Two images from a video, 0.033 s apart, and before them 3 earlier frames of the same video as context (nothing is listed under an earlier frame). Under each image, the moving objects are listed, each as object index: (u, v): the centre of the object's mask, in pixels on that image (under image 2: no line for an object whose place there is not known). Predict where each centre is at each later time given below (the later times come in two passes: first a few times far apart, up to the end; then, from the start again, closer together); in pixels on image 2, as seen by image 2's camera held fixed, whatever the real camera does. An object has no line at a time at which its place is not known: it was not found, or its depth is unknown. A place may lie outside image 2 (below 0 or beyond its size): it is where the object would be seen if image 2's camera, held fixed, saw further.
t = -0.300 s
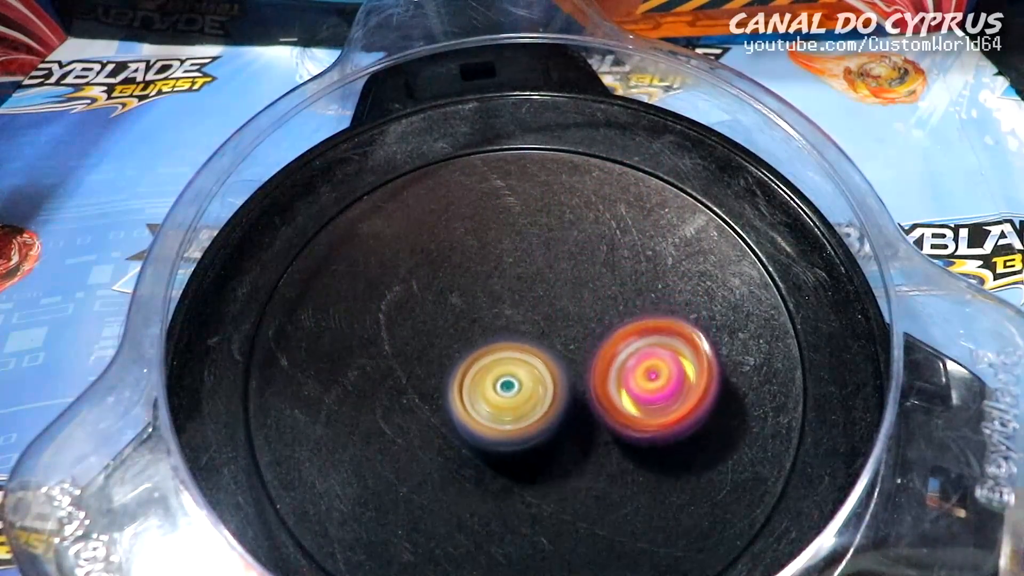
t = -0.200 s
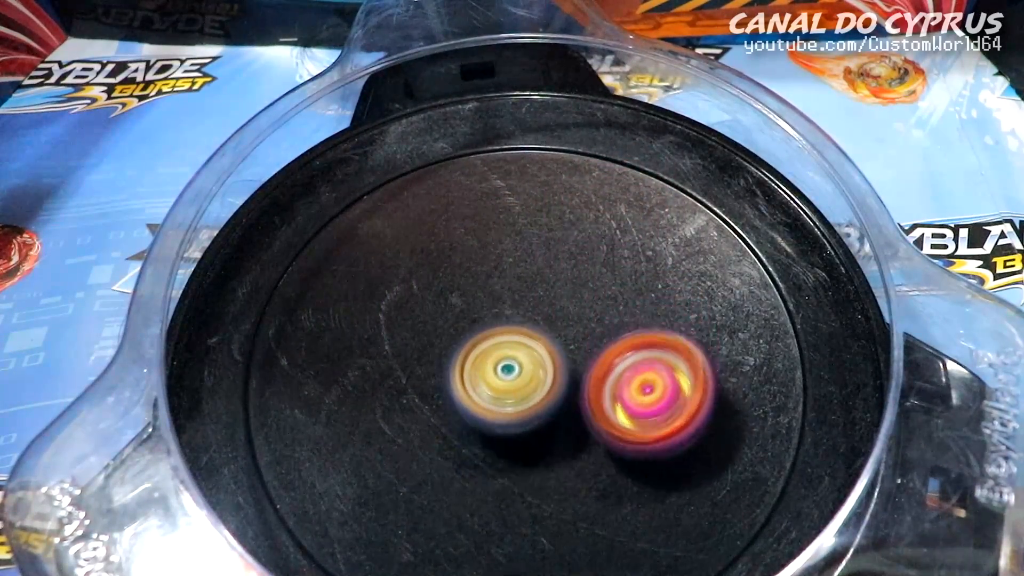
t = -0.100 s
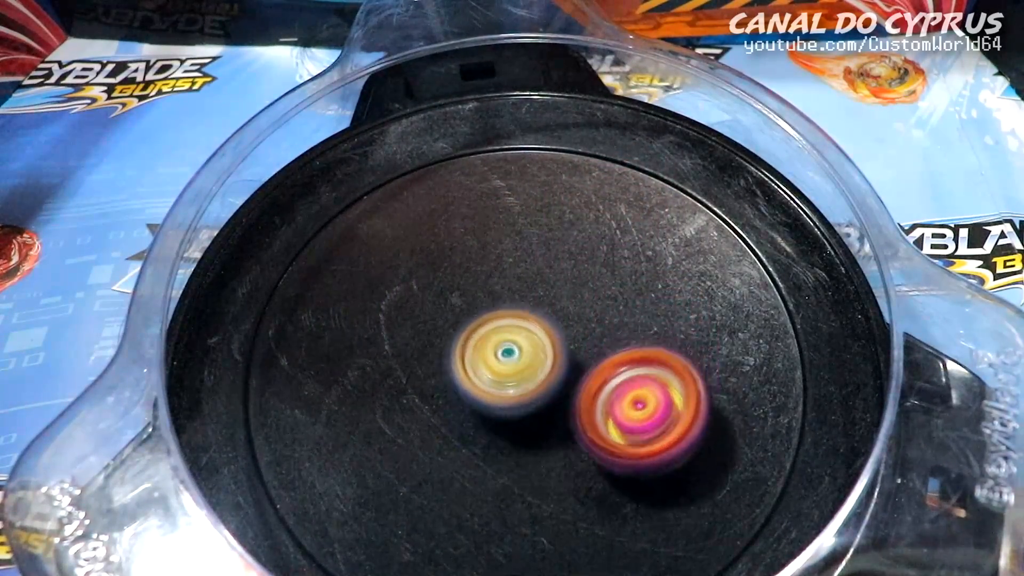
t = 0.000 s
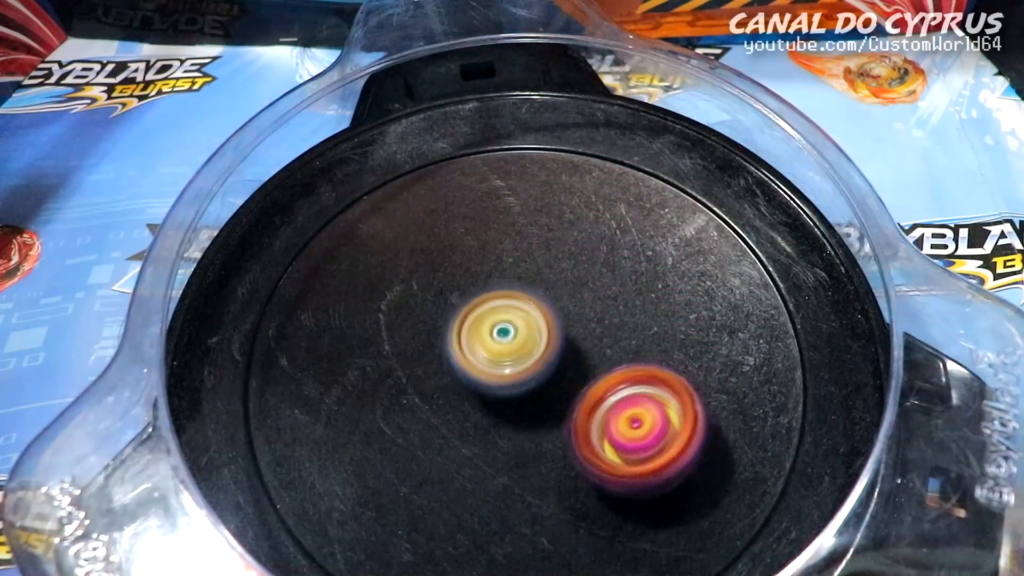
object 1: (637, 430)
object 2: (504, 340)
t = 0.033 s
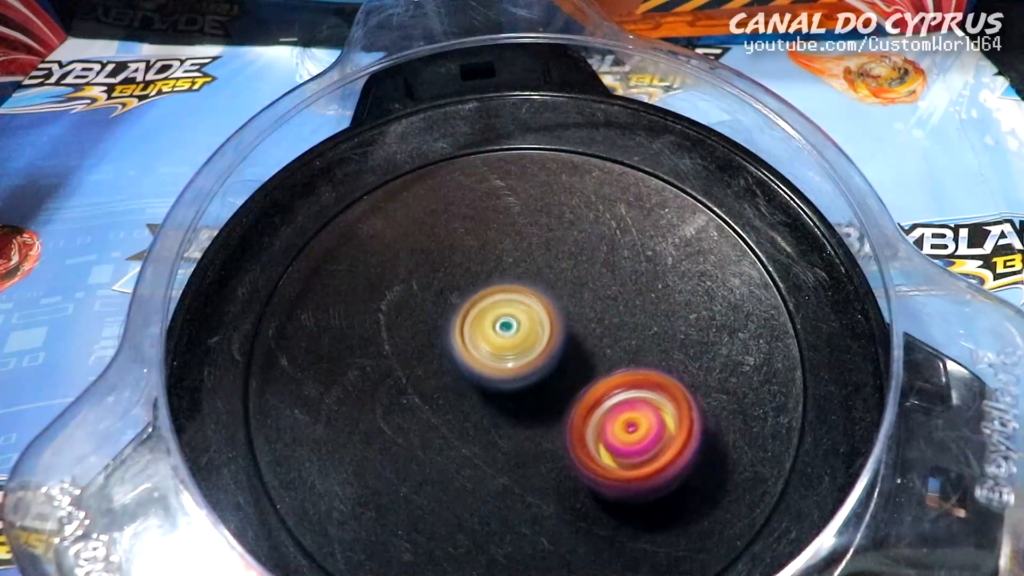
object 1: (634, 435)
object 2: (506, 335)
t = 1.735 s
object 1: (374, 327)
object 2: (603, 334)
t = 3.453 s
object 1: (648, 327)
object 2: (501, 333)
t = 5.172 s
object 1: (518, 390)
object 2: (573, 230)
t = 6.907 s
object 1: (559, 282)
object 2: (495, 452)
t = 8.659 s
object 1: (534, 253)
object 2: (475, 427)
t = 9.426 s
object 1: (556, 272)
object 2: (456, 421)
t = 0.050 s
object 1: (631, 435)
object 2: (508, 332)
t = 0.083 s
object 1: (624, 439)
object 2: (512, 328)
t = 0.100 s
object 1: (620, 441)
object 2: (515, 326)
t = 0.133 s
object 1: (611, 443)
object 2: (519, 322)
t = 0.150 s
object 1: (607, 443)
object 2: (521, 320)
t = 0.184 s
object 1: (598, 443)
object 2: (525, 318)
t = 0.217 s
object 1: (587, 444)
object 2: (531, 316)
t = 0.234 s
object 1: (582, 444)
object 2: (533, 315)
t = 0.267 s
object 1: (572, 444)
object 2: (538, 314)
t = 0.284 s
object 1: (566, 444)
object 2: (540, 313)
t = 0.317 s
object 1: (556, 444)
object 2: (545, 314)
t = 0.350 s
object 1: (545, 444)
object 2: (549, 314)
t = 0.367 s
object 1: (539, 444)
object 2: (550, 315)
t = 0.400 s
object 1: (530, 444)
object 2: (554, 316)
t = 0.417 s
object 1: (525, 443)
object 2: (555, 317)
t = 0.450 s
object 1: (515, 443)
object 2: (558, 319)
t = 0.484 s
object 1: (507, 442)
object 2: (560, 321)
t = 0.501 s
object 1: (503, 442)
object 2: (560, 323)
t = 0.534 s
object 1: (495, 442)
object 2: (561, 326)
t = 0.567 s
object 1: (487, 441)
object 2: (562, 329)
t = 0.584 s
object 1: (483, 441)
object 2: (562, 330)
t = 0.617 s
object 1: (477, 440)
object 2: (562, 335)
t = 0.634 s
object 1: (474, 440)
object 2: (562, 337)
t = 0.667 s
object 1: (468, 439)
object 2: (561, 341)
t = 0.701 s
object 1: (462, 439)
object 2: (559, 344)
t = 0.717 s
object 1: (459, 439)
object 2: (559, 345)
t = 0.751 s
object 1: (453, 440)
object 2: (557, 347)
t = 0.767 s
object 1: (451, 440)
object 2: (556, 349)
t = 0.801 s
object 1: (448, 440)
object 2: (554, 351)
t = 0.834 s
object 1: (446, 440)
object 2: (552, 353)
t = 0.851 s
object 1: (445, 440)
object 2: (550, 354)
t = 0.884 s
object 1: (430, 450)
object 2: (557, 345)
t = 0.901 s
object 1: (417, 459)
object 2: (566, 335)
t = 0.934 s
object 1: (394, 473)
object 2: (581, 321)
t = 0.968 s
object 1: (380, 481)
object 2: (593, 312)
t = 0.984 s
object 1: (375, 484)
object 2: (599, 309)
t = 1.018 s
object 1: (368, 487)
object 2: (608, 305)
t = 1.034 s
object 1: (365, 488)
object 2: (611, 304)
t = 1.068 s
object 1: (362, 490)
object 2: (618, 304)
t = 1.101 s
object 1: (361, 489)
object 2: (621, 304)
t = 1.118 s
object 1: (362, 488)
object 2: (622, 305)
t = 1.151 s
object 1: (364, 485)
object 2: (623, 307)
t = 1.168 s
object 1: (366, 482)
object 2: (623, 308)
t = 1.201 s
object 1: (372, 477)
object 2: (623, 311)
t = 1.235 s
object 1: (379, 469)
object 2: (622, 315)
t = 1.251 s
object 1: (383, 465)
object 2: (621, 317)
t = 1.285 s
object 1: (390, 455)
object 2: (618, 320)
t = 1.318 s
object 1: (398, 444)
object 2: (615, 323)
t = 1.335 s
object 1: (403, 438)
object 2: (612, 325)
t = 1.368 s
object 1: (410, 426)
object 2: (608, 328)
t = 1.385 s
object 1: (413, 420)
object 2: (605, 329)
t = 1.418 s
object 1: (418, 409)
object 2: (599, 332)
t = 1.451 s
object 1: (423, 397)
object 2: (593, 334)
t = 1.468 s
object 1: (425, 392)
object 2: (589, 335)
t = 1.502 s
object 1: (427, 381)
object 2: (582, 336)
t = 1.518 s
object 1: (428, 376)
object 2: (578, 337)
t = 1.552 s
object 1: (428, 366)
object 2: (571, 337)
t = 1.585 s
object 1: (426, 356)
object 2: (564, 338)
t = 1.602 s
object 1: (416, 352)
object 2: (571, 335)
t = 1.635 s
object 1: (398, 344)
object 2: (586, 332)
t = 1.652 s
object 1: (392, 341)
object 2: (592, 332)
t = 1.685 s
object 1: (382, 334)
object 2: (599, 333)
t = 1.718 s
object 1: (376, 329)
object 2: (603, 334)
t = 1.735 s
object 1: (374, 327)
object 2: (603, 334)
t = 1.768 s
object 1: (372, 324)
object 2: (605, 335)
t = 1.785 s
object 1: (372, 322)
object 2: (604, 336)
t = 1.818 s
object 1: (373, 320)
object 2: (604, 337)
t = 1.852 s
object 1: (376, 317)
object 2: (602, 338)
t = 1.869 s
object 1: (378, 316)
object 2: (601, 338)
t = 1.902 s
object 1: (382, 314)
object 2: (598, 338)
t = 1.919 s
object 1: (384, 313)
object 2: (597, 338)
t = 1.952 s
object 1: (391, 311)
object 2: (594, 339)
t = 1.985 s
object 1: (398, 308)
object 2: (591, 339)
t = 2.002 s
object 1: (401, 308)
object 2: (589, 339)
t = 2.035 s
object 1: (409, 306)
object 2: (586, 339)
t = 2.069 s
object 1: (416, 304)
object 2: (582, 339)
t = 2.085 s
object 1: (420, 302)
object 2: (580, 340)
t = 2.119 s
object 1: (429, 300)
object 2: (576, 340)
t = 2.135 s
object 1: (432, 300)
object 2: (574, 340)
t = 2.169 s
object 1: (440, 297)
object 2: (569, 340)
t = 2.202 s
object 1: (445, 294)
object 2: (568, 340)
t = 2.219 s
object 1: (440, 290)
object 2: (578, 342)
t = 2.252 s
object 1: (429, 280)
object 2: (598, 350)
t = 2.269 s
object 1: (427, 276)
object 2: (606, 355)
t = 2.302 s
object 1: (425, 269)
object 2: (613, 363)
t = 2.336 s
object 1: (427, 264)
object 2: (616, 370)
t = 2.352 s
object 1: (430, 262)
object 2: (616, 373)
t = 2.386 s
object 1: (435, 260)
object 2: (615, 380)
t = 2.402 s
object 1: (438, 259)
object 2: (614, 383)
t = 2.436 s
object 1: (445, 259)
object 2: (611, 387)
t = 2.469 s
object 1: (454, 260)
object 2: (607, 392)
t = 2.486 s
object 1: (459, 260)
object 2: (605, 393)
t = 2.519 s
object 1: (466, 261)
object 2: (600, 397)
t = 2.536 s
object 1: (471, 262)
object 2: (597, 398)
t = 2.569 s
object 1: (480, 264)
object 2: (592, 400)
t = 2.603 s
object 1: (490, 265)
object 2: (586, 402)
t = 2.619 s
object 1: (495, 265)
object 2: (583, 402)
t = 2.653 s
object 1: (503, 265)
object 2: (577, 402)
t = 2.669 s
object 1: (507, 265)
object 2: (574, 402)
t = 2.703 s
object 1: (515, 266)
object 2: (567, 400)
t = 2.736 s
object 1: (524, 265)
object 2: (561, 400)
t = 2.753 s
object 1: (528, 265)
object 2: (558, 399)
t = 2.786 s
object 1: (535, 266)
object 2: (552, 396)
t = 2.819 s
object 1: (543, 266)
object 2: (547, 393)
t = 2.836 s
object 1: (547, 266)
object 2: (544, 392)
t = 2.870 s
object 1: (555, 267)
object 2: (539, 389)
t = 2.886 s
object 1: (559, 268)
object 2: (537, 388)
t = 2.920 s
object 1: (566, 267)
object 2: (530, 388)
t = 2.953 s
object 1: (574, 267)
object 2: (524, 386)
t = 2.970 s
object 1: (578, 267)
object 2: (522, 384)
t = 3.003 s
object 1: (585, 269)
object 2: (517, 381)
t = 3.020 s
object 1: (588, 269)
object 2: (515, 381)
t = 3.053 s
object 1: (595, 271)
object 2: (510, 375)
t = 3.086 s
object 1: (601, 273)
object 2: (507, 371)
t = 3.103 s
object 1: (604, 275)
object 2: (505, 370)
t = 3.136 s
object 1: (610, 278)
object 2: (502, 367)
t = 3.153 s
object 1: (613, 279)
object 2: (500, 365)
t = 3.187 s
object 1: (617, 283)
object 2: (498, 361)
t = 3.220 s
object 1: (622, 288)
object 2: (497, 356)
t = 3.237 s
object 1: (625, 291)
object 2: (497, 354)
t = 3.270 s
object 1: (629, 295)
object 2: (497, 350)
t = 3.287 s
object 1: (631, 297)
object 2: (496, 348)
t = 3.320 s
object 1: (635, 303)
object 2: (497, 343)
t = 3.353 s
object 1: (639, 309)
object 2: (497, 340)
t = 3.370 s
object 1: (641, 311)
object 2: (498, 338)
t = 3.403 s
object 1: (644, 317)
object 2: (498, 336)
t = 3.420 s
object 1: (645, 321)
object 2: (499, 335)
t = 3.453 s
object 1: (648, 327)
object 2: (501, 333)
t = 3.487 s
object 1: (650, 333)
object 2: (503, 332)
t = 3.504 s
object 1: (650, 336)
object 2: (503, 331)
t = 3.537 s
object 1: (652, 343)
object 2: (505, 329)
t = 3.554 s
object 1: (652, 346)
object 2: (506, 329)
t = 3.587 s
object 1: (651, 353)
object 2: (508, 329)
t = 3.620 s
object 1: (650, 361)
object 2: (510, 328)
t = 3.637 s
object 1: (649, 365)
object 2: (512, 328)
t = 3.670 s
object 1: (647, 371)
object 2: (514, 328)
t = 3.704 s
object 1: (645, 378)
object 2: (516, 328)
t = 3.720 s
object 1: (644, 382)
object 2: (516, 328)
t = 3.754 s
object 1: (641, 388)
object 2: (518, 329)
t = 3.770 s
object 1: (640, 392)
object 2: (518, 330)
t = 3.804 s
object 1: (638, 398)
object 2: (520, 331)
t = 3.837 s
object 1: (633, 405)
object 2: (522, 333)
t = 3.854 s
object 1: (632, 408)
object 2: (523, 334)
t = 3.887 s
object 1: (630, 417)
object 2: (522, 334)
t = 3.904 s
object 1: (629, 420)
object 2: (521, 334)
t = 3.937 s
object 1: (625, 427)
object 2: (521, 334)
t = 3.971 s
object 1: (621, 432)
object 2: (521, 335)
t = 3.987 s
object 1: (618, 435)
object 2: (521, 335)
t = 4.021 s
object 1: (611, 439)
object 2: (521, 337)
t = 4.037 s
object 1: (608, 442)
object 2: (521, 337)
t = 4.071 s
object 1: (602, 445)
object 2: (521, 339)
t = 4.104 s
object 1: (595, 449)
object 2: (522, 341)
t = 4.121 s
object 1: (591, 451)
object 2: (522, 342)
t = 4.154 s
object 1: (585, 453)
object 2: (521, 344)
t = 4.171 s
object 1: (583, 456)
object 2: (520, 344)
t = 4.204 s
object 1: (579, 465)
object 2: (516, 339)
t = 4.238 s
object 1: (575, 470)
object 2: (514, 336)
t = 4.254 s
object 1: (572, 471)
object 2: (514, 335)
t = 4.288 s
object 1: (568, 474)
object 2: (514, 334)
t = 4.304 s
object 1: (566, 475)
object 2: (514, 334)
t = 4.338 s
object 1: (560, 475)
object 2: (514, 334)
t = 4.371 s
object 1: (555, 475)
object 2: (514, 334)
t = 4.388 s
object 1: (552, 475)
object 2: (515, 334)
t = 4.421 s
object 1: (546, 473)
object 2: (515, 335)
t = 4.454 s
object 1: (540, 471)
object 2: (515, 336)
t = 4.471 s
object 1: (536, 470)
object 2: (515, 336)
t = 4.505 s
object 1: (530, 468)
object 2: (516, 338)
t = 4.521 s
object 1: (528, 466)
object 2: (515, 338)
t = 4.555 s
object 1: (521, 462)
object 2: (516, 340)
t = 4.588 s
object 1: (517, 505)
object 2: (511, 305)
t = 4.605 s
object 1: (515, 519)
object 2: (508, 284)
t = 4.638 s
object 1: (514, 538)
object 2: (508, 247)
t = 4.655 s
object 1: (511, 545)
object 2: (507, 232)
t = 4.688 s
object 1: (510, 553)
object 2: (508, 210)
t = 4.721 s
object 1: (512, 556)
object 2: (513, 195)
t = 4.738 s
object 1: (514, 554)
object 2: (517, 189)
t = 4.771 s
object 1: (518, 550)
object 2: (525, 182)
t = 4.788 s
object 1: (518, 548)
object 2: (530, 180)
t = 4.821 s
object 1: (522, 542)
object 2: (538, 179)
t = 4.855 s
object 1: (526, 535)
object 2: (546, 177)
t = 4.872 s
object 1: (528, 530)
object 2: (549, 177)
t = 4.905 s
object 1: (531, 520)
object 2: (556, 180)
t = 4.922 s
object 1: (531, 512)
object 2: (559, 181)
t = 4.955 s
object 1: (535, 493)
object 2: (564, 185)
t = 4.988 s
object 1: (535, 476)
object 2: (568, 191)
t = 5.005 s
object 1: (535, 467)
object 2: (570, 193)
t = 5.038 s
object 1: (533, 450)
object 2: (572, 199)
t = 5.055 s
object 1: (532, 440)
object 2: (573, 203)
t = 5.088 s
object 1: (530, 424)
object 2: (575, 209)
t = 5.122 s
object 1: (526, 409)
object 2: (575, 218)
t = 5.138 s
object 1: (524, 402)
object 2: (575, 221)
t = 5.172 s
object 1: (518, 390)
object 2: (573, 230)
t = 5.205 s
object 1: (512, 379)
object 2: (571, 239)
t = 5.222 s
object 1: (508, 375)
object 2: (570, 243)
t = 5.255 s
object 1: (501, 366)
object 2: (567, 251)
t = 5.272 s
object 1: (496, 361)
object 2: (566, 256)
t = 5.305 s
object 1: (484, 358)
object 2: (564, 262)
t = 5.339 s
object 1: (454, 376)
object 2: (579, 249)
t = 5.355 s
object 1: (438, 386)
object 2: (584, 243)
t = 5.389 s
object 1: (415, 397)
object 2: (594, 239)
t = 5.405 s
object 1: (406, 401)
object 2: (597, 240)
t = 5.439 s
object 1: (394, 403)
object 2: (602, 246)
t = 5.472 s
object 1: (387, 402)
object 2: (605, 253)
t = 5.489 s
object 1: (386, 401)
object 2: (605, 256)
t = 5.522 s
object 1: (385, 398)
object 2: (606, 266)
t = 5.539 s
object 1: (385, 397)
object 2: (605, 273)
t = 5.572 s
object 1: (387, 393)
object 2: (604, 282)
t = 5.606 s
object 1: (390, 390)
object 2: (601, 291)
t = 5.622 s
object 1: (393, 388)
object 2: (599, 295)
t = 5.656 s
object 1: (398, 384)
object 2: (595, 305)
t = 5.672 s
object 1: (401, 383)
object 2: (593, 310)
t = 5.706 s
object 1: (407, 379)
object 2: (590, 320)
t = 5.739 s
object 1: (414, 375)
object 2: (586, 328)
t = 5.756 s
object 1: (417, 373)
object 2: (584, 333)
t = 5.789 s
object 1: (425, 369)
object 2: (580, 343)
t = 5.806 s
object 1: (428, 367)
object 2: (578, 347)
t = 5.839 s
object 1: (435, 361)
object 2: (574, 356)
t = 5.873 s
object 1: (433, 357)
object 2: (576, 365)
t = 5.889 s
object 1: (427, 354)
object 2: (583, 369)
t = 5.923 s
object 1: (418, 349)
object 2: (590, 377)
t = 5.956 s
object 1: (415, 344)
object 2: (591, 388)
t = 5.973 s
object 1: (413, 343)
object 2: (591, 394)
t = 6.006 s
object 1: (415, 341)
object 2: (587, 406)
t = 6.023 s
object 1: (415, 340)
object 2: (585, 410)
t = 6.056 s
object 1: (419, 340)
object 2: (581, 418)
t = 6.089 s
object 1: (423, 339)
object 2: (576, 425)
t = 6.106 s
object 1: (426, 340)
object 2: (574, 429)
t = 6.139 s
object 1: (432, 340)
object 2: (568, 435)
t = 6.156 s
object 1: (435, 340)
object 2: (566, 438)
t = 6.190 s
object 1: (442, 340)
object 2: (561, 444)
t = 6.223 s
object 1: (449, 341)
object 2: (555, 449)
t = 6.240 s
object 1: (451, 340)
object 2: (553, 452)
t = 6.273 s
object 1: (460, 341)
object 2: (547, 455)
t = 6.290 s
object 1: (463, 340)
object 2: (545, 457)
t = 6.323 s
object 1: (470, 340)
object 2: (539, 460)
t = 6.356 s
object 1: (474, 337)
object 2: (534, 463)
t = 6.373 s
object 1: (477, 336)
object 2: (531, 463)
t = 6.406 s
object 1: (482, 333)
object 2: (527, 464)
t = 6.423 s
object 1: (485, 332)
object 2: (524, 465)
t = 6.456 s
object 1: (491, 327)
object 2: (520, 465)
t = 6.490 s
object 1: (497, 324)
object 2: (516, 465)
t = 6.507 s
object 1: (498, 323)
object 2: (514, 463)
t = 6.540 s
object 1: (504, 320)
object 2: (511, 462)
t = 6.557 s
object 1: (506, 318)
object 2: (509, 461)
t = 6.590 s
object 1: (512, 317)
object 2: (508, 458)
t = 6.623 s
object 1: (516, 315)
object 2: (506, 455)
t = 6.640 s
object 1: (520, 314)
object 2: (506, 453)
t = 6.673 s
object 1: (524, 313)
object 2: (504, 450)
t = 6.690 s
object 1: (527, 313)
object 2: (504, 448)
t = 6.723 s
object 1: (531, 312)
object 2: (503, 445)
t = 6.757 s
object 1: (536, 311)
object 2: (503, 441)
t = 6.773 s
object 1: (539, 312)
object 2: (502, 439)
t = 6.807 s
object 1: (543, 312)
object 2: (501, 433)
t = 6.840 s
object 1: (547, 313)
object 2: (501, 429)
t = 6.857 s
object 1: (550, 309)
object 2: (500, 433)
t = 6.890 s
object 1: (556, 290)
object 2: (497, 448)
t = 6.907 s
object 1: (559, 282)
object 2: (495, 452)
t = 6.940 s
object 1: (564, 271)
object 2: (490, 456)
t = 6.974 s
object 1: (567, 266)
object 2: (486, 456)
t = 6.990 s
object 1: (568, 265)
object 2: (485, 455)
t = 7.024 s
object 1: (569, 266)
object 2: (483, 453)
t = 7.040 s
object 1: (570, 267)
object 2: (483, 451)
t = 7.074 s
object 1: (570, 270)
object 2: (484, 446)
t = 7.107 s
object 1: (569, 276)
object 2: (485, 443)
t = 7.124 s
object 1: (568, 280)
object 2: (486, 442)
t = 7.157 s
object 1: (566, 287)
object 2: (488, 438)
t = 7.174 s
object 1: (565, 291)
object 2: (490, 437)
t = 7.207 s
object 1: (562, 298)
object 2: (492, 432)
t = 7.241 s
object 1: (560, 307)
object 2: (495, 428)
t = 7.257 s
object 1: (558, 310)
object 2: (496, 426)
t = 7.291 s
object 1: (572, 287)
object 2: (479, 463)
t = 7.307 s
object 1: (582, 270)
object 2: (466, 483)
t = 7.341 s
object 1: (599, 238)
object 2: (444, 513)
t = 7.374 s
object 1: (610, 215)
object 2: (427, 529)
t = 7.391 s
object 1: (614, 207)
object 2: (418, 534)
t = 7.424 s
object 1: (618, 195)
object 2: (405, 536)
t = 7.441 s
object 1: (618, 194)
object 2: (398, 535)
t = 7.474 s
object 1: (614, 191)
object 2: (388, 536)
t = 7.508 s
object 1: (608, 192)
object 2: (381, 535)
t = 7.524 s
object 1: (604, 193)
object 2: (377, 534)
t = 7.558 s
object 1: (597, 195)
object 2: (372, 532)
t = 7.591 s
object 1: (590, 199)
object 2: (369, 528)
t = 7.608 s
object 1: (586, 201)
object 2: (369, 527)
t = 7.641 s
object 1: (578, 207)
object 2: (370, 524)
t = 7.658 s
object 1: (574, 210)
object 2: (370, 522)
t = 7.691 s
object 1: (568, 217)
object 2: (373, 516)
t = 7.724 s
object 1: (562, 227)
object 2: (376, 509)
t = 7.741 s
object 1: (558, 231)
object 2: (380, 505)
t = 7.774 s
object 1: (553, 241)
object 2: (386, 497)
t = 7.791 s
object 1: (550, 245)
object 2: (388, 493)
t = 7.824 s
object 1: (546, 254)
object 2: (396, 484)
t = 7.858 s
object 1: (542, 264)
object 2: (404, 474)
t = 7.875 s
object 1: (540, 268)
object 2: (408, 470)
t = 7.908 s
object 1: (537, 278)
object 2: (416, 461)
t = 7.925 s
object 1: (534, 282)
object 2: (420, 457)
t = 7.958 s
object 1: (532, 292)
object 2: (430, 449)
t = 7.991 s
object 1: (529, 302)
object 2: (440, 440)
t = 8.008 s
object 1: (527, 306)
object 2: (445, 436)
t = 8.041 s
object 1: (524, 316)
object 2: (454, 427)
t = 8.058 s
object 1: (528, 313)
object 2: (454, 435)
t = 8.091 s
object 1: (536, 297)
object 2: (454, 447)
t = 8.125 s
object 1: (544, 289)
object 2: (455, 447)
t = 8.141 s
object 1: (546, 285)
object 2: (457, 447)
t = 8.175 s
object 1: (549, 283)
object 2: (461, 446)
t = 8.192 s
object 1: (549, 283)
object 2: (463, 443)
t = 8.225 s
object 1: (545, 286)
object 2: (467, 435)
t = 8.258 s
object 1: (539, 289)
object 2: (472, 429)
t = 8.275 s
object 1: (537, 290)
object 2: (475, 426)
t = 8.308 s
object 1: (532, 294)
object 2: (481, 420)
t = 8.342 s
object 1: (528, 296)
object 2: (487, 414)
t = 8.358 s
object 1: (528, 296)
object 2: (488, 415)
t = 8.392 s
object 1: (533, 285)
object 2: (483, 425)
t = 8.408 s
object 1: (536, 281)
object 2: (482, 426)
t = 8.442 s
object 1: (538, 277)
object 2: (480, 423)
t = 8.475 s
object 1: (537, 276)
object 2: (480, 419)
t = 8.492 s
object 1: (536, 276)
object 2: (480, 417)
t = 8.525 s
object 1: (533, 277)
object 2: (483, 410)
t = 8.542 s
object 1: (532, 277)
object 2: (484, 408)
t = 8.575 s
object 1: (528, 279)
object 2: (486, 402)
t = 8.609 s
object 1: (525, 281)
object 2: (488, 397)
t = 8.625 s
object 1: (528, 273)
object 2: (485, 407)
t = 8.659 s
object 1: (534, 253)
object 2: (475, 427)
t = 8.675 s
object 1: (539, 246)
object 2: (472, 433)
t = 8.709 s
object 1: (543, 237)
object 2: (465, 439)
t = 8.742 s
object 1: (542, 233)
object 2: (461, 441)
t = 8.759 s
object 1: (542, 231)
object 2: (459, 440)
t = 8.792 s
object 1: (540, 231)
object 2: (456, 438)
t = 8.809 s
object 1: (538, 231)
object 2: (455, 436)
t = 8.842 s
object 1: (536, 232)
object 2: (454, 434)
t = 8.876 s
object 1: (533, 233)
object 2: (454, 430)
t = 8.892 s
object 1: (531, 235)
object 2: (454, 429)
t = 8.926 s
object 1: (529, 237)
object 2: (454, 425)
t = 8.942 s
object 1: (528, 239)
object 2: (455, 423)
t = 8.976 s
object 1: (526, 243)
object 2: (456, 419)
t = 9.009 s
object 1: (524, 249)
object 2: (458, 415)
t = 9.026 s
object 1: (524, 251)
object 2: (459, 413)
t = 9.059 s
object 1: (523, 257)
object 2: (461, 409)
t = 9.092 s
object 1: (522, 265)
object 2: (464, 405)
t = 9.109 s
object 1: (521, 267)
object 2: (465, 403)
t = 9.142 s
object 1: (521, 275)
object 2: (468, 398)
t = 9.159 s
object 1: (521, 280)
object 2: (470, 396)
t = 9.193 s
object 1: (529, 272)
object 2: (463, 412)
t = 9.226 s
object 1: (540, 262)
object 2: (458, 424)
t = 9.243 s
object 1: (545, 260)
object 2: (455, 426)
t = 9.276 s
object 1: (551, 258)
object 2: (453, 428)
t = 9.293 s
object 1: (552, 258)
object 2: (452, 428)
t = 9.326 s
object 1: (554, 260)
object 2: (450, 428)
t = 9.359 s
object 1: (556, 263)
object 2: (451, 426)
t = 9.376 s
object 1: (555, 265)
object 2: (453, 425)
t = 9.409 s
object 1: (555, 269)
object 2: (455, 422)
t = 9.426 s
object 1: (556, 272)
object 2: (456, 421)
